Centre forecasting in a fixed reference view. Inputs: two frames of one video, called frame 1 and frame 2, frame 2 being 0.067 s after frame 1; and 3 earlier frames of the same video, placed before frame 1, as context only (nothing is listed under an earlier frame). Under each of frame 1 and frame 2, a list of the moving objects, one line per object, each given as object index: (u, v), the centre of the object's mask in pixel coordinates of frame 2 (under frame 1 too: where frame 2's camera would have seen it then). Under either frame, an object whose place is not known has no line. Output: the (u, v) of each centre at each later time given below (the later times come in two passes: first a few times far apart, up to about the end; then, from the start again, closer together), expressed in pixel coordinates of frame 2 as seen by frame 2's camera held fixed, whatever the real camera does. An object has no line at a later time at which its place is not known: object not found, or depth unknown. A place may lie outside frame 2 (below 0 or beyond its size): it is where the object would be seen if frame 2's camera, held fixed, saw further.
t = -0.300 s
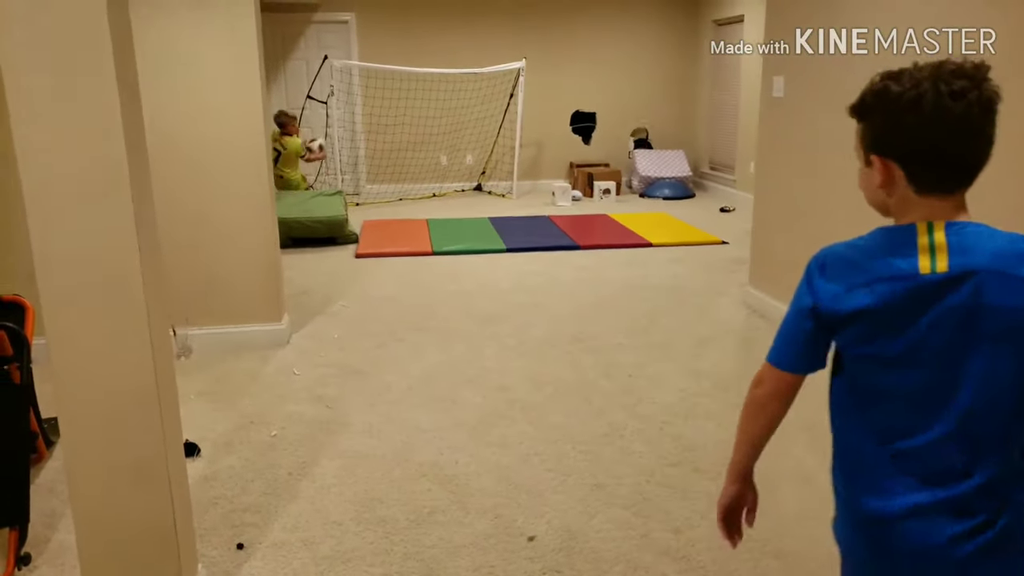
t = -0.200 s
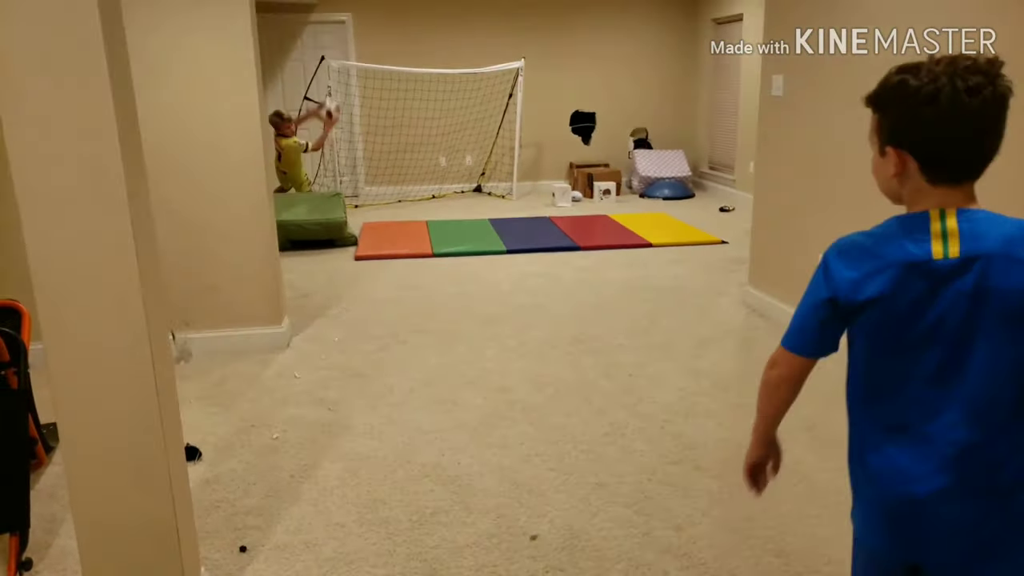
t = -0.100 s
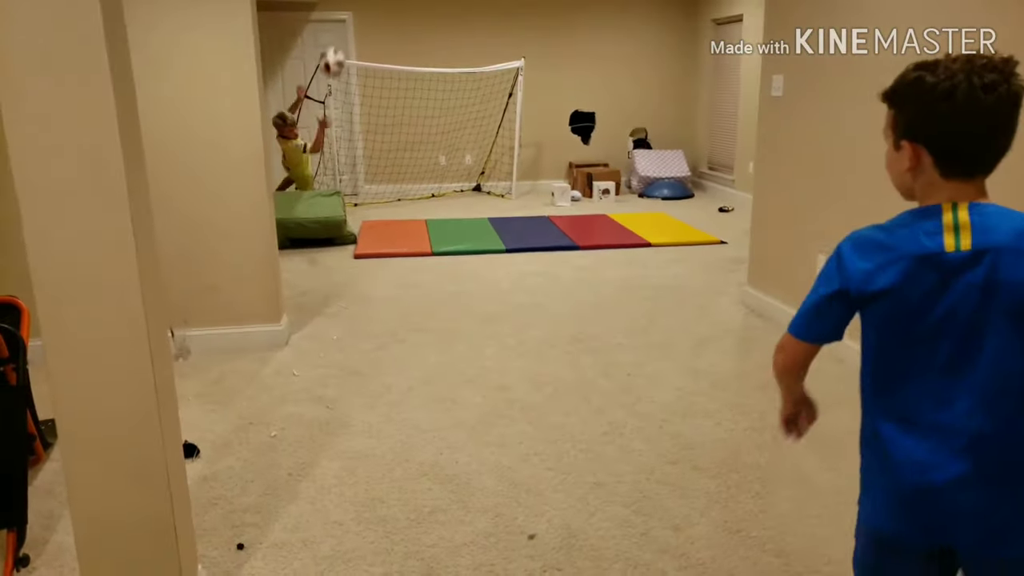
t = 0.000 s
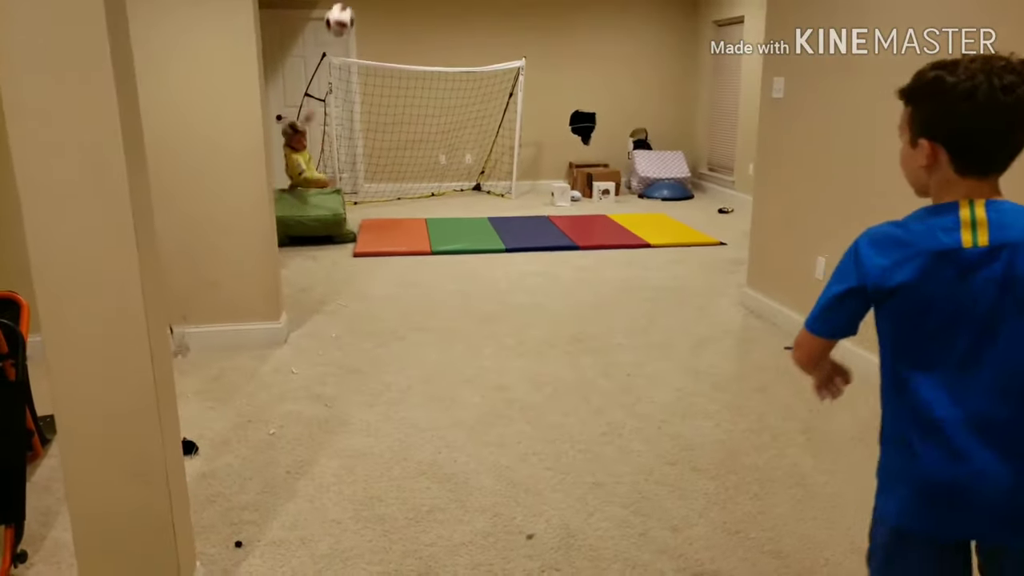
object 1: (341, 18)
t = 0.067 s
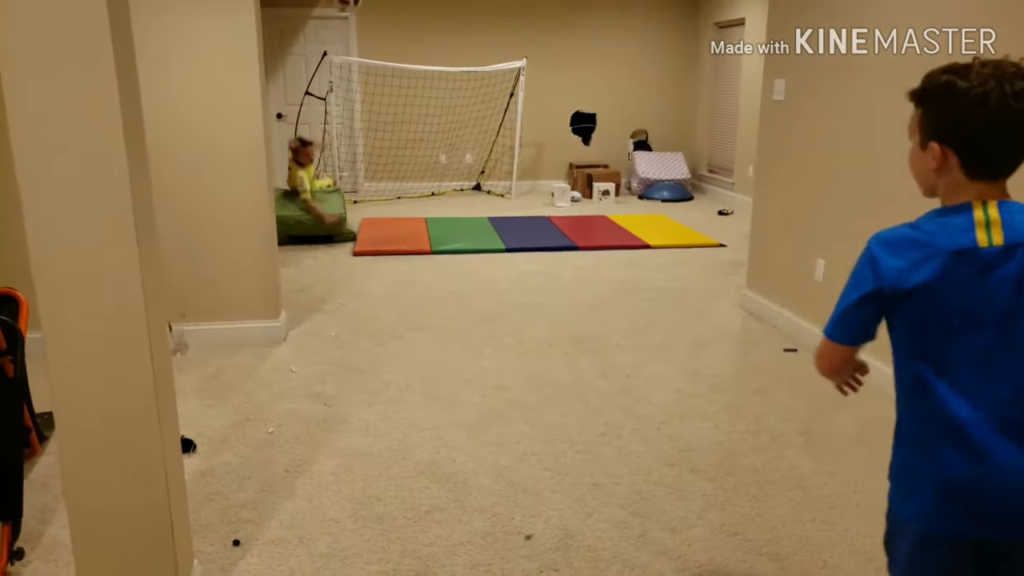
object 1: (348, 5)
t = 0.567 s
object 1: (419, 37)
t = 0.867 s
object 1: (517, 459)
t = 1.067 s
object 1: (582, 336)
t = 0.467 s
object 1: (402, 5)
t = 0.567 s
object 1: (419, 37)
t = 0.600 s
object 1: (428, 62)
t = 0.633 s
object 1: (436, 93)
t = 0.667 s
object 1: (447, 127)
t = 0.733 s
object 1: (468, 216)
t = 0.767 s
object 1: (480, 265)
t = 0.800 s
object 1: (491, 323)
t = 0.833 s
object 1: (504, 386)
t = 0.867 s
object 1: (517, 459)
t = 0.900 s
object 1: (528, 454)
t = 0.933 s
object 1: (536, 427)
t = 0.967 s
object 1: (546, 401)
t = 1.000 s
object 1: (557, 378)
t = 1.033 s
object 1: (570, 356)
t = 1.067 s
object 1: (582, 336)
